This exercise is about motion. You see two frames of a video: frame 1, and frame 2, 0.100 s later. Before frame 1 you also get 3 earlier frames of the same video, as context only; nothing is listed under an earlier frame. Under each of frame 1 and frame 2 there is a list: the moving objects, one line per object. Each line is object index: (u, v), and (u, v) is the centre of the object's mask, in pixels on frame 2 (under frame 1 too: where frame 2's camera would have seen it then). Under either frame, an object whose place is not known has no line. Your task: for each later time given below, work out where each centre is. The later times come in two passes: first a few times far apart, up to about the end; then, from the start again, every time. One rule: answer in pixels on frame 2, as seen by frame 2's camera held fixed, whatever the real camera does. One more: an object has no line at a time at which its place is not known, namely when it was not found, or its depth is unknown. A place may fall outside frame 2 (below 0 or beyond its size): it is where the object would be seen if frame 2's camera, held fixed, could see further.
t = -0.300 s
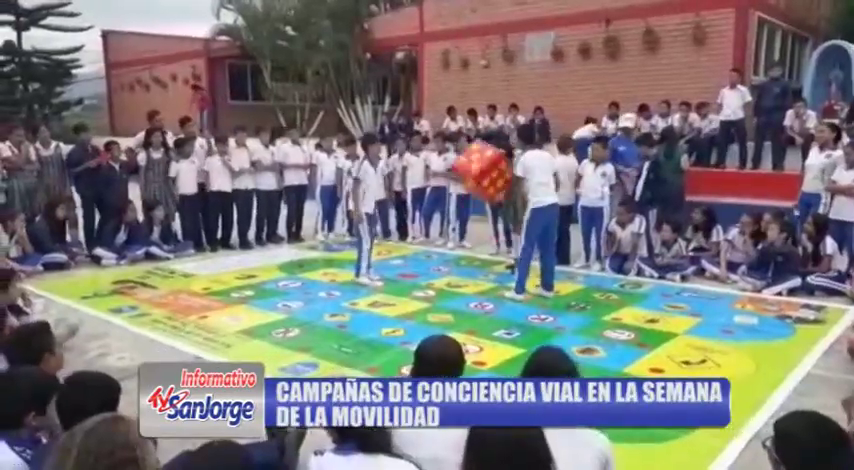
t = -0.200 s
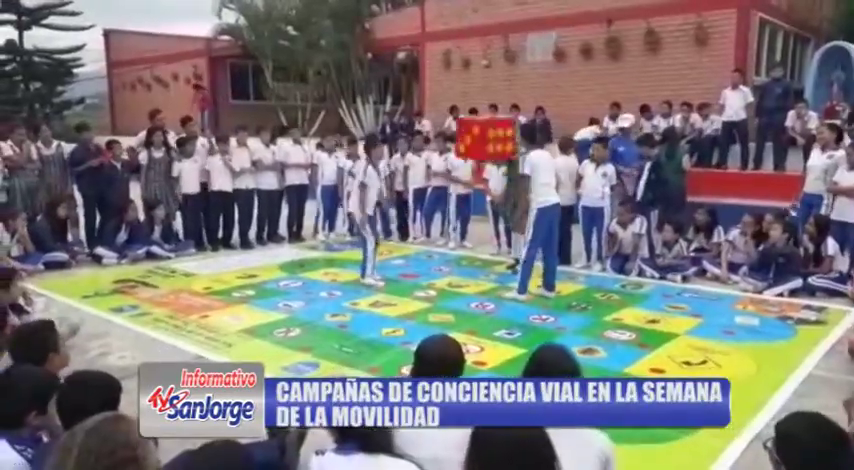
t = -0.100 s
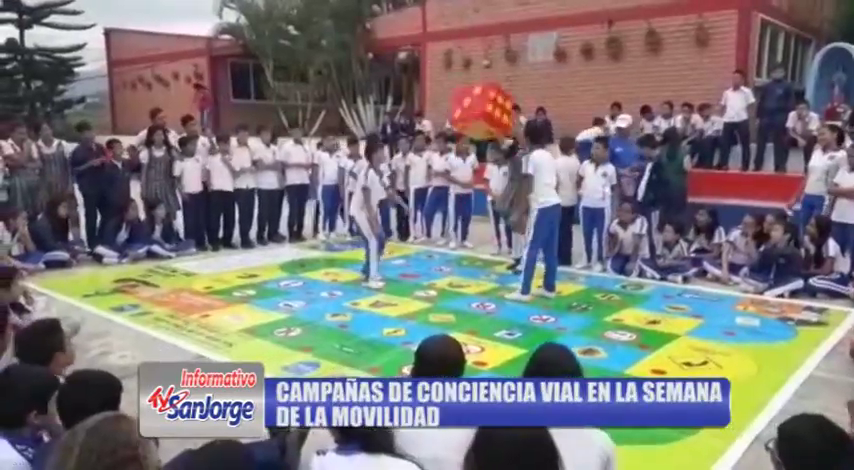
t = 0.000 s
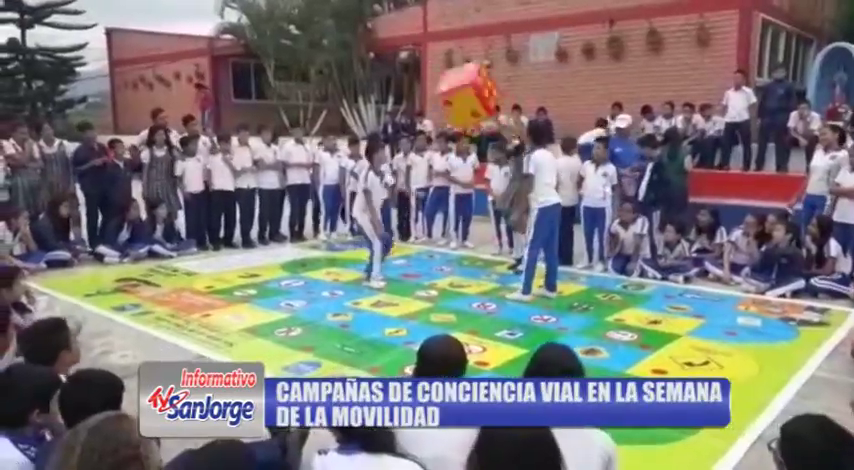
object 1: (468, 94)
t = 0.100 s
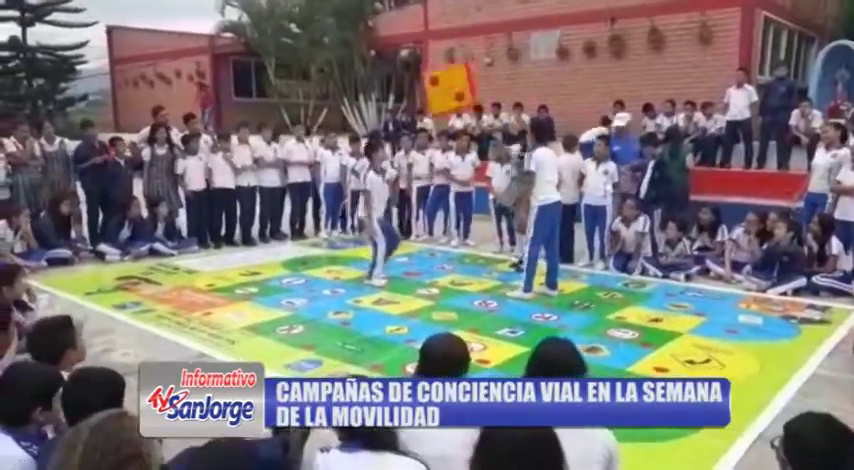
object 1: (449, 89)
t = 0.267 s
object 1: (422, 100)
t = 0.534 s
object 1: (372, 191)
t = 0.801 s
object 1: (334, 266)
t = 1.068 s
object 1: (324, 253)
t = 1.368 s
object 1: (299, 284)
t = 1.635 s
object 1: (270, 284)
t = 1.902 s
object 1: (246, 287)
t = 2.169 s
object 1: (246, 286)
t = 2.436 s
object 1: (260, 287)
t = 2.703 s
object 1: (258, 289)
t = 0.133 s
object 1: (444, 86)
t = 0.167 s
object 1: (440, 84)
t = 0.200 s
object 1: (434, 91)
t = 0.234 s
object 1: (428, 95)
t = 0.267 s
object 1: (422, 100)
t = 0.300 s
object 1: (416, 108)
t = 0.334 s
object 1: (409, 117)
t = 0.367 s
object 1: (404, 126)
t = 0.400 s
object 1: (398, 138)
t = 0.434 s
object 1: (391, 150)
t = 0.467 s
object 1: (384, 163)
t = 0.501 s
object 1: (379, 176)
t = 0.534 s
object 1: (372, 191)
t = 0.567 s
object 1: (364, 211)
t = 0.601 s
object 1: (357, 231)
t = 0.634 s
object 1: (350, 253)
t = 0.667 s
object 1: (342, 276)
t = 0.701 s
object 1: (338, 287)
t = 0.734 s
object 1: (336, 281)
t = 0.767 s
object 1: (335, 273)
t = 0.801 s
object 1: (334, 266)
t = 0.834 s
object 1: (332, 260)
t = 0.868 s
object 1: (331, 256)
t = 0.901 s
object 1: (330, 252)
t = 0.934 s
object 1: (329, 251)
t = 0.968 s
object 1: (328, 250)
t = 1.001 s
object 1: (327, 249)
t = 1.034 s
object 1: (326, 250)
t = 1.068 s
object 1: (324, 253)
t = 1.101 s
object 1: (323, 259)
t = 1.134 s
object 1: (321, 266)
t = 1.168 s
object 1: (319, 274)
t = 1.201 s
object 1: (318, 283)
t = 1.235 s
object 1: (315, 288)
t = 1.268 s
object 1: (311, 287)
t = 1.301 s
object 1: (307, 287)
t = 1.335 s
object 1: (303, 285)
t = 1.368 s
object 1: (299, 284)
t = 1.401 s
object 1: (295, 284)
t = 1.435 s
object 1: (291, 283)
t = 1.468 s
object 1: (287, 283)
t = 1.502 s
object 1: (284, 283)
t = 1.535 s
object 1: (281, 282)
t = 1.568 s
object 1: (277, 282)
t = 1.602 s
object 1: (274, 283)
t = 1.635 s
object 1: (270, 284)
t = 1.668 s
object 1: (266, 285)
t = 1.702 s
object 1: (262, 287)
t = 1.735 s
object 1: (259, 289)
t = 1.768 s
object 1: (256, 290)
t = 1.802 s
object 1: (254, 289)
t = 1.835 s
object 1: (251, 287)
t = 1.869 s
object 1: (249, 287)
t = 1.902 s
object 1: (246, 287)
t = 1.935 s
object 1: (245, 286)
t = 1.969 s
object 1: (245, 285)
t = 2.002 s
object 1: (244, 285)
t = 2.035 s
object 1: (244, 285)
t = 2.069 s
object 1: (244, 285)
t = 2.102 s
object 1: (244, 285)
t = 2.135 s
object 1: (245, 285)
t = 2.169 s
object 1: (246, 286)
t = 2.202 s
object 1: (248, 287)
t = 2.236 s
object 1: (249, 288)
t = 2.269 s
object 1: (252, 289)
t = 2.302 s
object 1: (254, 290)
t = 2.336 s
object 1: (256, 289)
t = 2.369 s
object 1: (257, 288)
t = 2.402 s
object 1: (259, 288)
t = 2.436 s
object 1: (260, 287)
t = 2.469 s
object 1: (261, 287)
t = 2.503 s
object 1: (261, 287)
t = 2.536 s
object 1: (261, 288)
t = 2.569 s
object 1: (261, 288)
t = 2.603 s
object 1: (260, 289)
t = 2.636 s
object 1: (259, 290)
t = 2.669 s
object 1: (258, 290)
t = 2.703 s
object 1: (258, 289)
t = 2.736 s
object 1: (257, 289)
